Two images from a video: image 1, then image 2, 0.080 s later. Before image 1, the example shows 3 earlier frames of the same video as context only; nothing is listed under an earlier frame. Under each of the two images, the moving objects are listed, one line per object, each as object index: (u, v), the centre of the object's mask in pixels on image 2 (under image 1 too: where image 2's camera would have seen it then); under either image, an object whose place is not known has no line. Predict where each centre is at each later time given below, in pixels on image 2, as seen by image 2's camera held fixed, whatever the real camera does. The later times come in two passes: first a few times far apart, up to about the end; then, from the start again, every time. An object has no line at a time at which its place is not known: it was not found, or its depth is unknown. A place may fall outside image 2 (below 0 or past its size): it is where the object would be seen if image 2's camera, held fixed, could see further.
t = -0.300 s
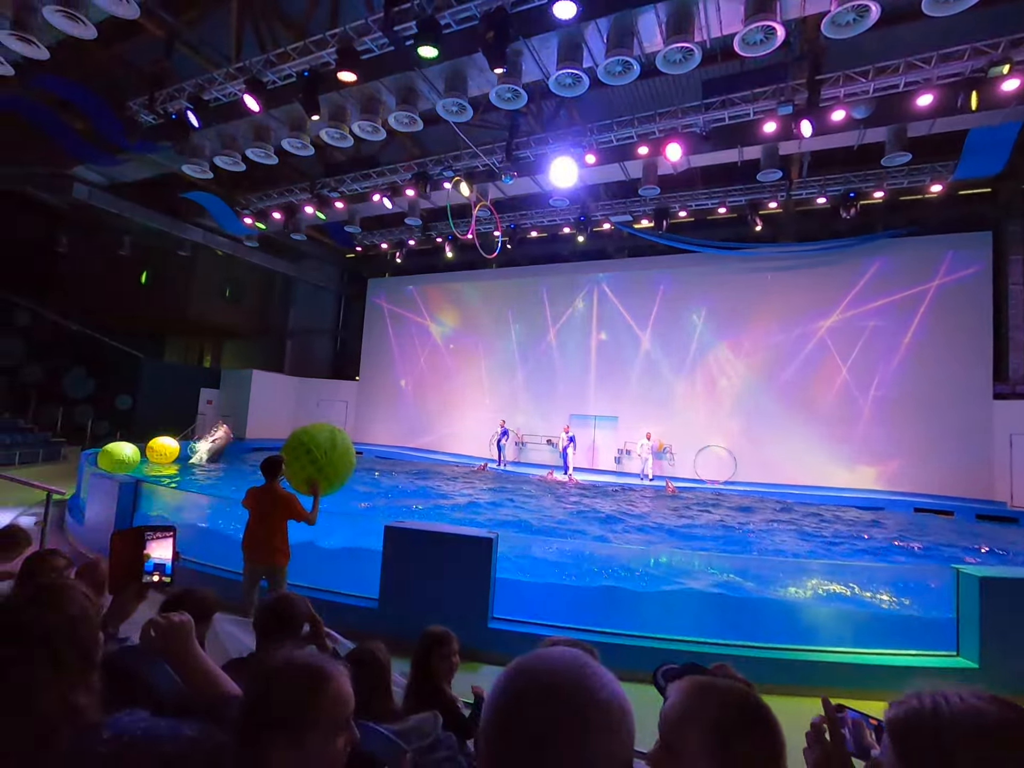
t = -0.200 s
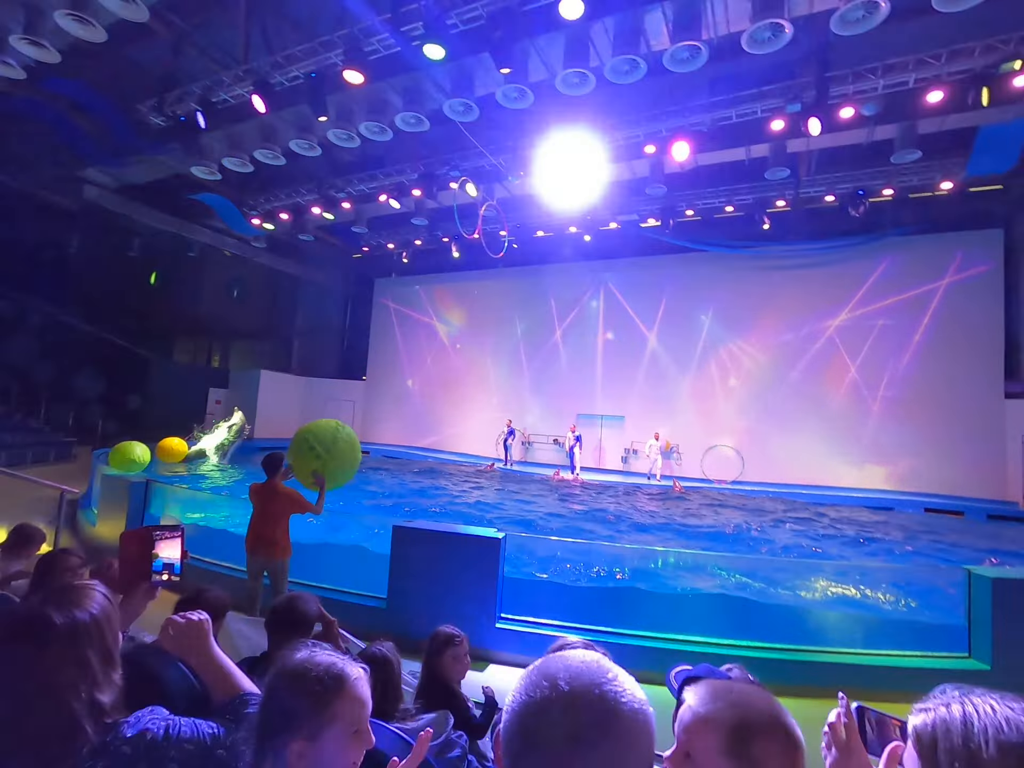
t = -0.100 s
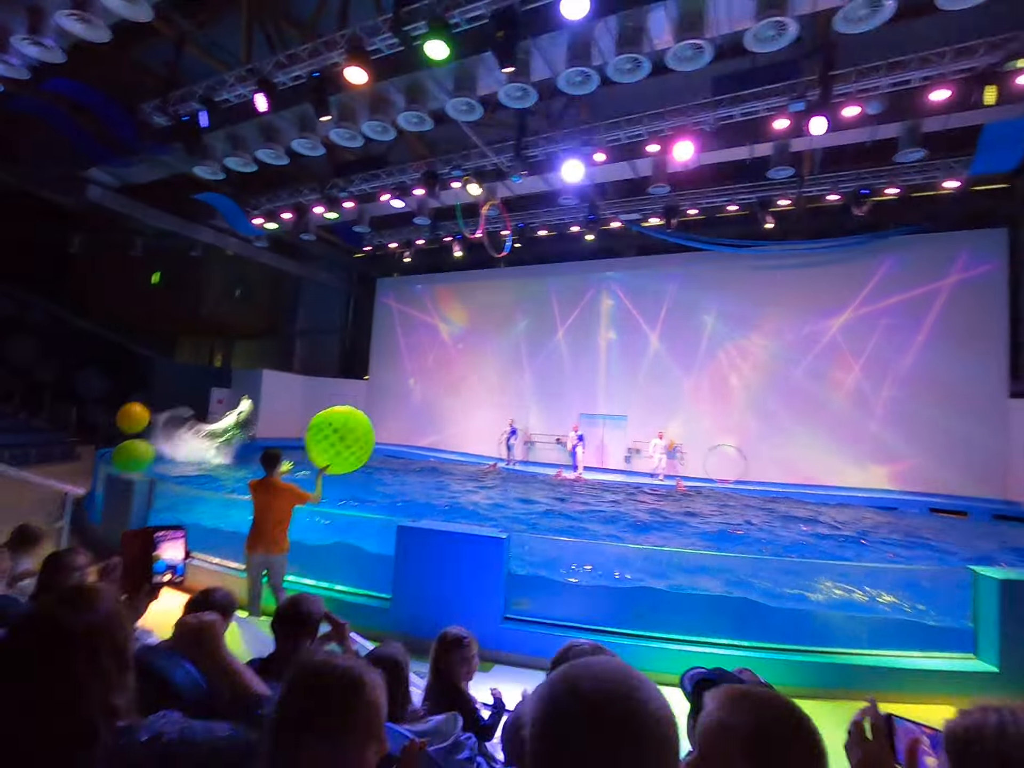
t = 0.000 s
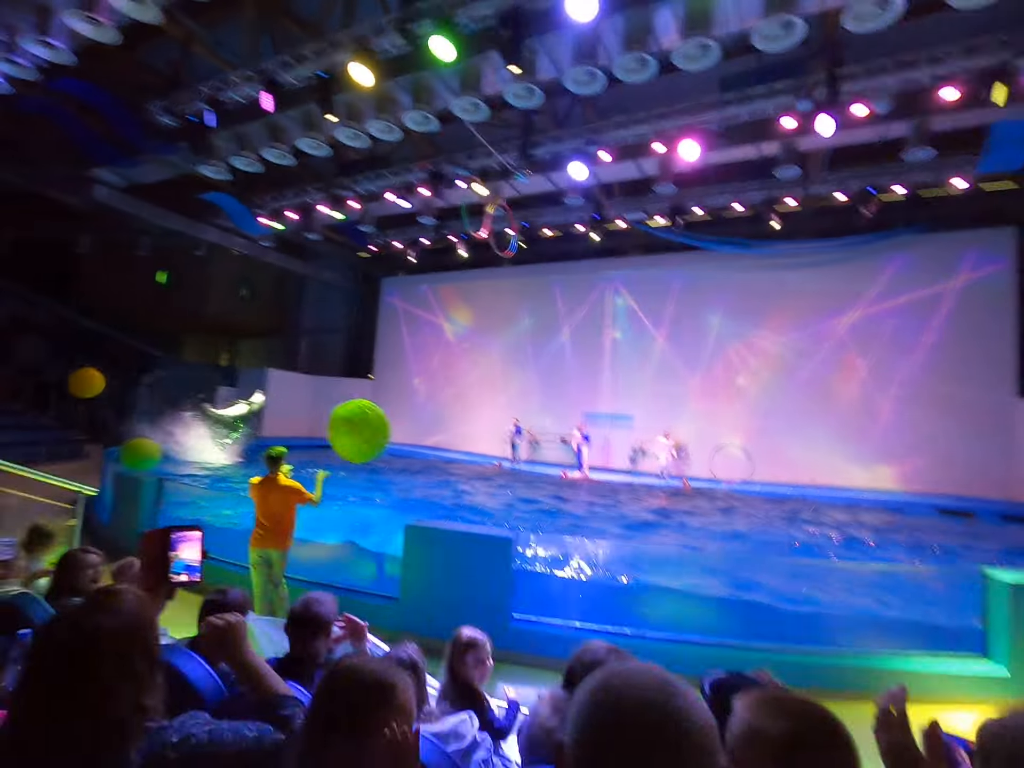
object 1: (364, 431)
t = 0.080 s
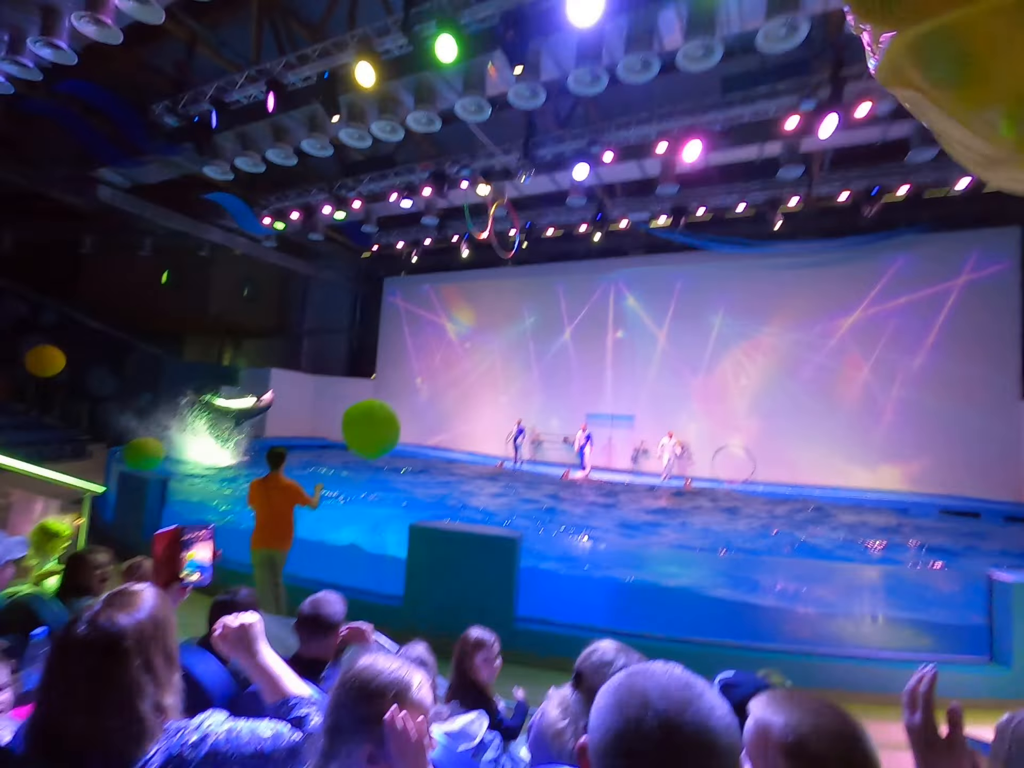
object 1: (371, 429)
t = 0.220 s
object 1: (381, 432)
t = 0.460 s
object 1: (398, 455)
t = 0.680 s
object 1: (410, 491)
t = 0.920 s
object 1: (420, 491)
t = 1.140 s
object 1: (427, 494)
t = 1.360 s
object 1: (431, 492)
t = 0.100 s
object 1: (372, 428)
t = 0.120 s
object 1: (374, 428)
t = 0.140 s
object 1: (375, 429)
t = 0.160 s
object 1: (376, 429)
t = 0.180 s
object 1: (378, 430)
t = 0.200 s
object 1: (379, 431)
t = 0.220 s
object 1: (381, 432)
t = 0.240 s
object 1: (382, 433)
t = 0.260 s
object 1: (384, 434)
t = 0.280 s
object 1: (385, 436)
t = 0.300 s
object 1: (386, 437)
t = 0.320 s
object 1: (388, 439)
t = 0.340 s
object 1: (389, 441)
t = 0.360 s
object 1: (390, 442)
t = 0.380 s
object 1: (392, 445)
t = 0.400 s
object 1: (393, 447)
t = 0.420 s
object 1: (395, 449)
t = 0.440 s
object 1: (396, 452)
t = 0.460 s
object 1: (398, 455)
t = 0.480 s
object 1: (399, 458)
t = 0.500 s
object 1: (400, 461)
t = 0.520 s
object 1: (401, 464)
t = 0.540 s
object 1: (402, 467)
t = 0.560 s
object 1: (403, 470)
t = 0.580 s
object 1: (404, 474)
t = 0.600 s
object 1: (405, 477)
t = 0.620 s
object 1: (406, 481)
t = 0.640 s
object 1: (408, 484)
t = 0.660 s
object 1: (409, 488)
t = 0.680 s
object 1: (410, 491)
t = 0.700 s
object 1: (411, 491)
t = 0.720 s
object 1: (412, 490)
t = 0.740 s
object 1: (413, 489)
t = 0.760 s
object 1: (414, 488)
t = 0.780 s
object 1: (415, 488)
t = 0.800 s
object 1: (416, 488)
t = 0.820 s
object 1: (416, 488)
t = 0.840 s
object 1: (417, 488)
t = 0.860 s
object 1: (418, 489)
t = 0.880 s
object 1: (419, 489)
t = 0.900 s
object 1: (420, 490)
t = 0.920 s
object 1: (420, 491)
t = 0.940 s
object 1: (421, 491)
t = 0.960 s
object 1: (422, 491)
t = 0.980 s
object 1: (423, 492)
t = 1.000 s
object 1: (423, 492)
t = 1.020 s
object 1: (424, 492)
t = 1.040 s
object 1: (425, 493)
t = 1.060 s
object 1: (425, 493)
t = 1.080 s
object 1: (425, 494)
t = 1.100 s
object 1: (426, 493)
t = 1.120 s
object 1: (426, 494)
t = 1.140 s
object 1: (427, 494)
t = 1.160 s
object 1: (428, 494)
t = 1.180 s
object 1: (428, 494)
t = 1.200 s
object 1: (428, 494)
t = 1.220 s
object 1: (429, 494)
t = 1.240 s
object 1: (429, 494)
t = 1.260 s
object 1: (430, 493)
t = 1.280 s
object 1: (430, 493)
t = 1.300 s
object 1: (430, 493)
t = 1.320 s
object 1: (431, 493)
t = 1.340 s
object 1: (431, 492)
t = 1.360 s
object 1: (431, 492)
